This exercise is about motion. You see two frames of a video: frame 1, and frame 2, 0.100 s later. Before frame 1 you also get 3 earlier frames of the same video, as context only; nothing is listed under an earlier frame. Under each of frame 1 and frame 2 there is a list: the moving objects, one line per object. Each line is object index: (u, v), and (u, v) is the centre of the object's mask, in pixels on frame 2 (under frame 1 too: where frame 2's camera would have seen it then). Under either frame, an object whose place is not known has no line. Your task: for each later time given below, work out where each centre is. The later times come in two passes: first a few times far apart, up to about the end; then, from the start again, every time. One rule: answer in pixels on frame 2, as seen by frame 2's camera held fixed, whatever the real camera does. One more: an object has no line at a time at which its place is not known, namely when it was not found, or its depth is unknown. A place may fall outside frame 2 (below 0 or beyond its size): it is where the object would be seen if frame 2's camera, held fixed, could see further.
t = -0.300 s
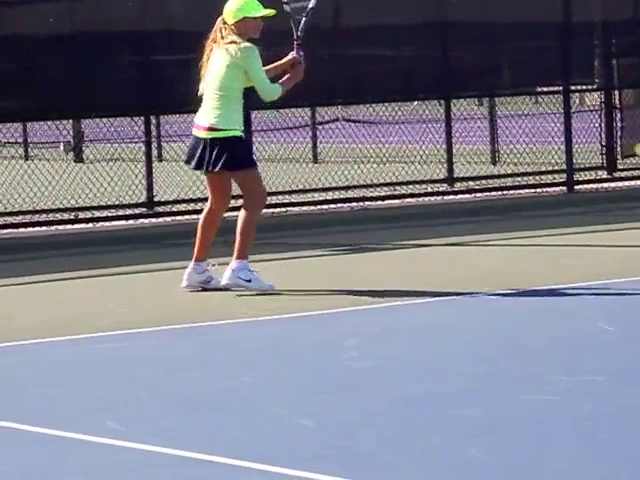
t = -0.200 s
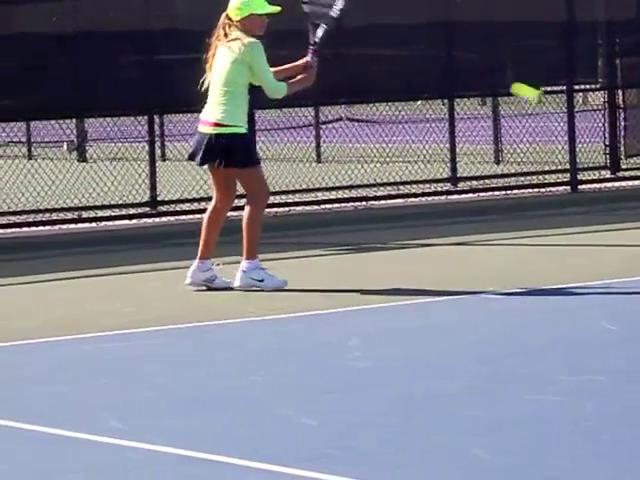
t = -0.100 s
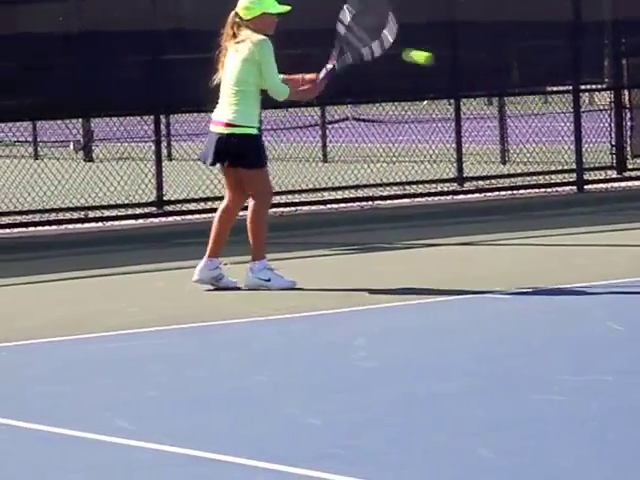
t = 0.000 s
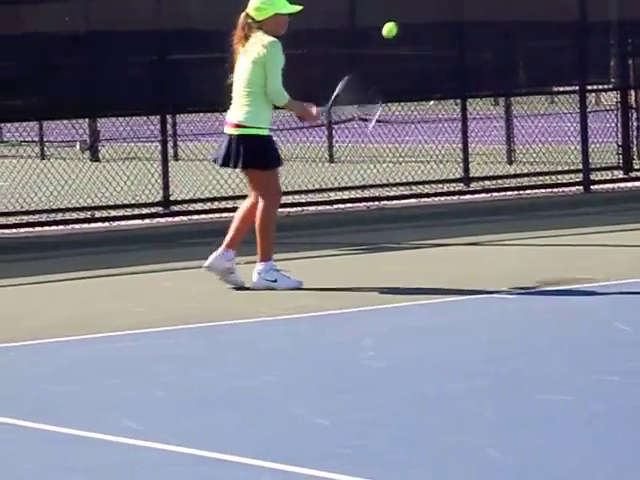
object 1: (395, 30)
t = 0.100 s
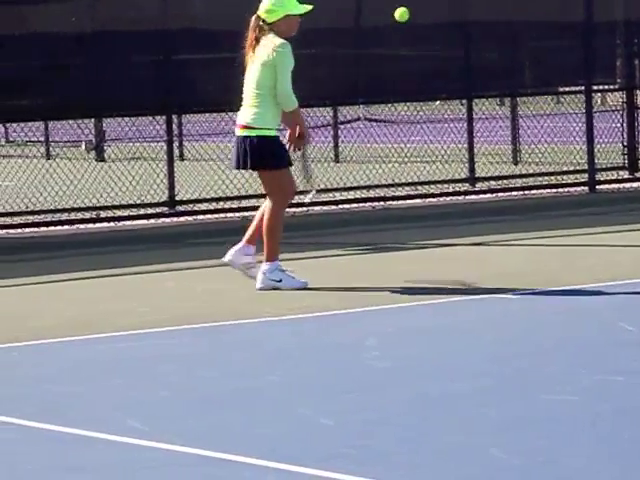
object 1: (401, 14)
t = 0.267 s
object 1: (413, 29)
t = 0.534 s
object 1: (435, 174)
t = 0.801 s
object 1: (412, 217)
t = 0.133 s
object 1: (403, 13)
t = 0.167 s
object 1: (406, 14)
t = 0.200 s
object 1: (408, 16)
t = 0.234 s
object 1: (410, 22)
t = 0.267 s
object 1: (413, 29)
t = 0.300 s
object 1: (416, 39)
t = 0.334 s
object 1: (418, 51)
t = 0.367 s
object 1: (421, 66)
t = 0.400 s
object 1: (423, 83)
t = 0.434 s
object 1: (426, 101)
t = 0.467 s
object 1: (429, 123)
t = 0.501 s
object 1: (432, 148)
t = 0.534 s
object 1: (435, 174)
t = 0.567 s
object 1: (437, 205)
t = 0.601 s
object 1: (440, 235)
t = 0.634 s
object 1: (442, 272)
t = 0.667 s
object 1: (445, 306)
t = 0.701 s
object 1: (439, 286)
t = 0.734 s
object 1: (428, 260)
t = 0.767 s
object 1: (421, 238)
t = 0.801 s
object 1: (412, 217)
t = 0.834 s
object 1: (403, 198)
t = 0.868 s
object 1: (394, 181)
